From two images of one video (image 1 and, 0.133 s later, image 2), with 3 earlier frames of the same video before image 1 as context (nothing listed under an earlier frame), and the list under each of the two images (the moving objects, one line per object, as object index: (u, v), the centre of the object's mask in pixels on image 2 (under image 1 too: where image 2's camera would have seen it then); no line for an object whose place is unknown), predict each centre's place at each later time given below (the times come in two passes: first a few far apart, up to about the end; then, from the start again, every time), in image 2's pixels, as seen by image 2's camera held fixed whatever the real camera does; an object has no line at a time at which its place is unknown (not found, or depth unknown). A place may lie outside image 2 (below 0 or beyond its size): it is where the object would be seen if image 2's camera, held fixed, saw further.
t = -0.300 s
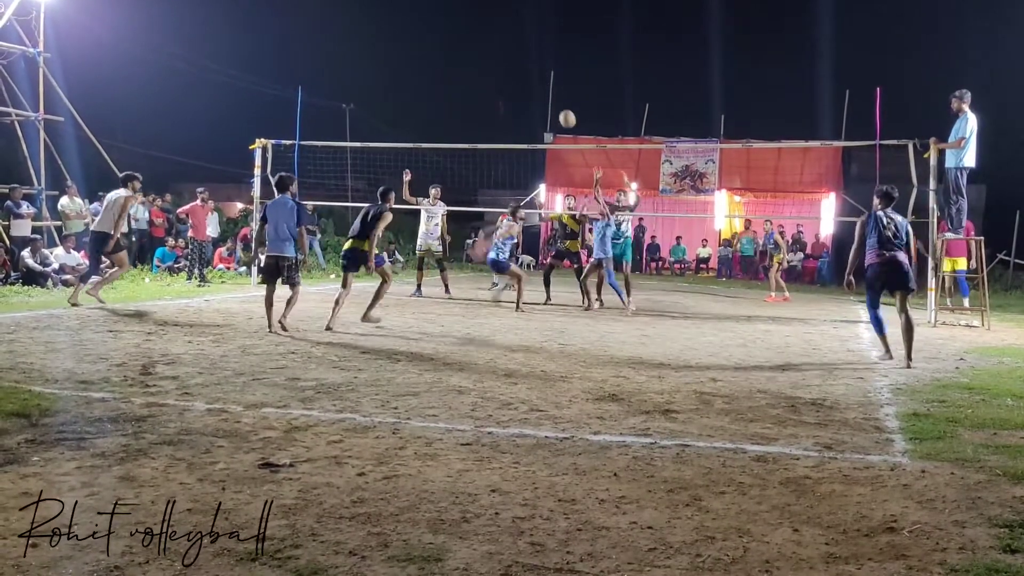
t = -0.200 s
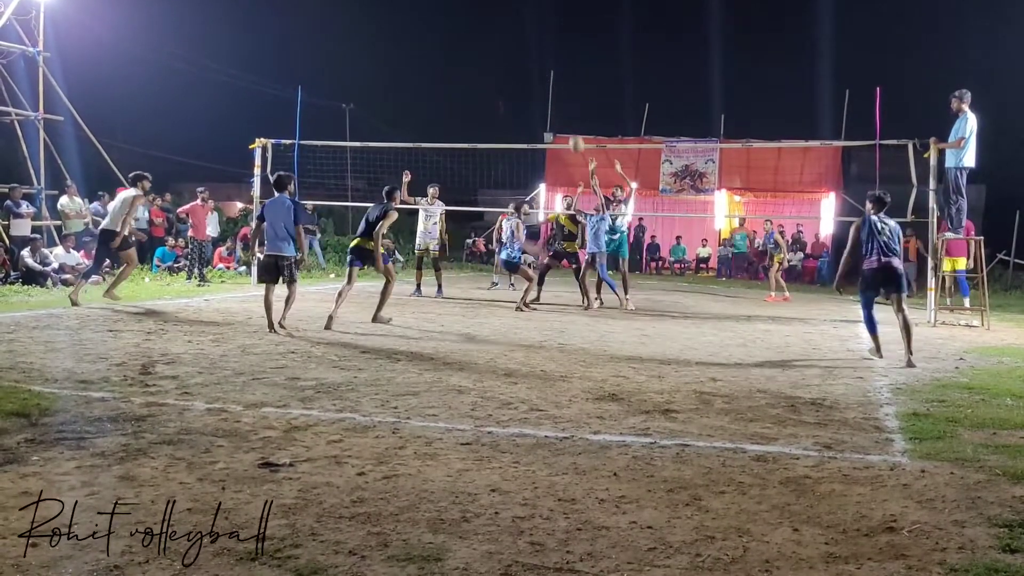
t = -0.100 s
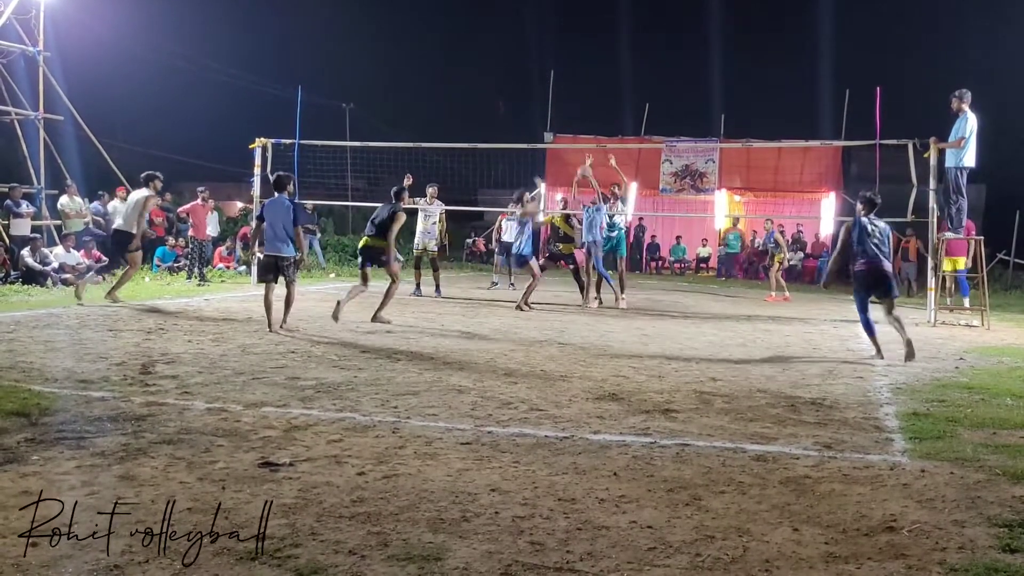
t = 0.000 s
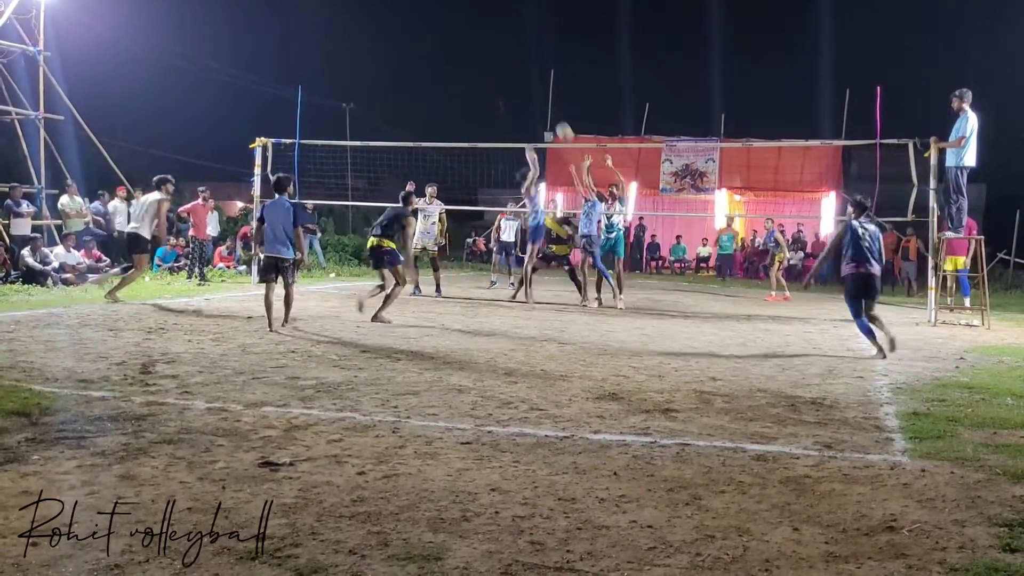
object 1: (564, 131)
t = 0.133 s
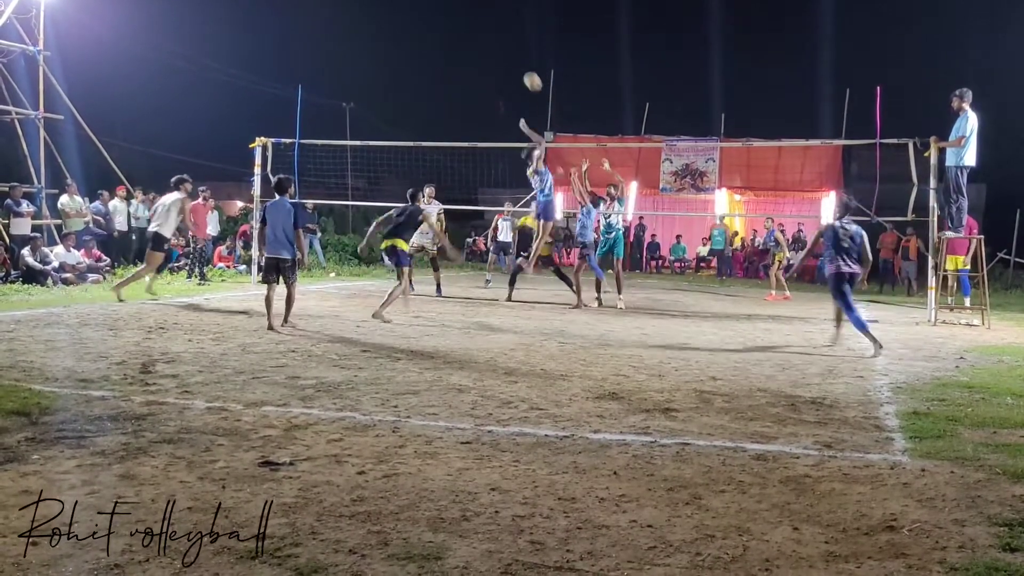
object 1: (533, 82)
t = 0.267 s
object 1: (501, 45)
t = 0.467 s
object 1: (453, 13)
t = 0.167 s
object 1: (525, 71)
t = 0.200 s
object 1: (517, 62)
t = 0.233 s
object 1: (509, 53)
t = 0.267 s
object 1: (501, 45)
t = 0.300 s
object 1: (493, 38)
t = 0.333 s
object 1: (485, 31)
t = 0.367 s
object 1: (477, 25)
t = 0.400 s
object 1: (469, 21)
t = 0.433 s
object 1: (461, 17)
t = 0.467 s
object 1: (453, 13)
